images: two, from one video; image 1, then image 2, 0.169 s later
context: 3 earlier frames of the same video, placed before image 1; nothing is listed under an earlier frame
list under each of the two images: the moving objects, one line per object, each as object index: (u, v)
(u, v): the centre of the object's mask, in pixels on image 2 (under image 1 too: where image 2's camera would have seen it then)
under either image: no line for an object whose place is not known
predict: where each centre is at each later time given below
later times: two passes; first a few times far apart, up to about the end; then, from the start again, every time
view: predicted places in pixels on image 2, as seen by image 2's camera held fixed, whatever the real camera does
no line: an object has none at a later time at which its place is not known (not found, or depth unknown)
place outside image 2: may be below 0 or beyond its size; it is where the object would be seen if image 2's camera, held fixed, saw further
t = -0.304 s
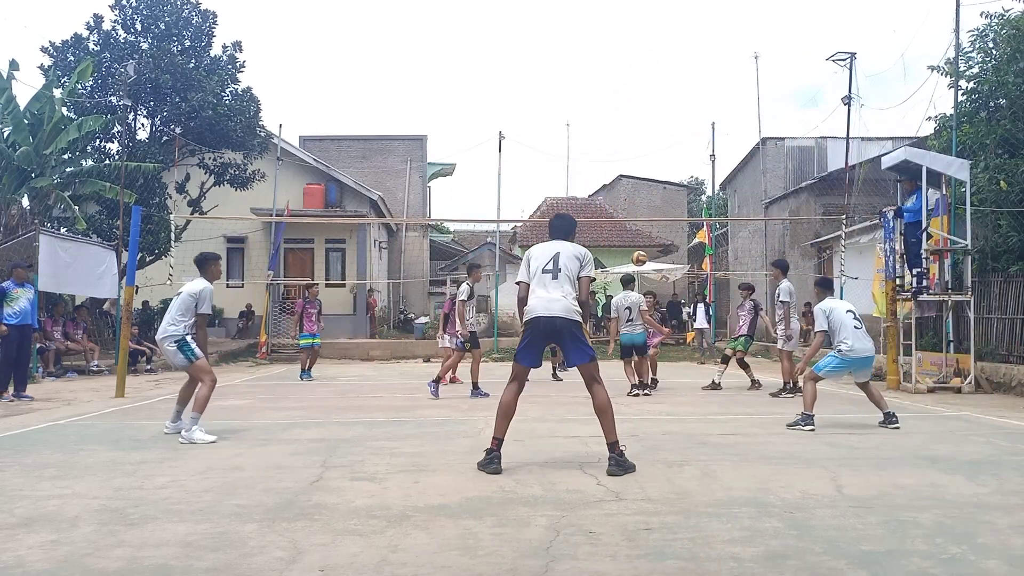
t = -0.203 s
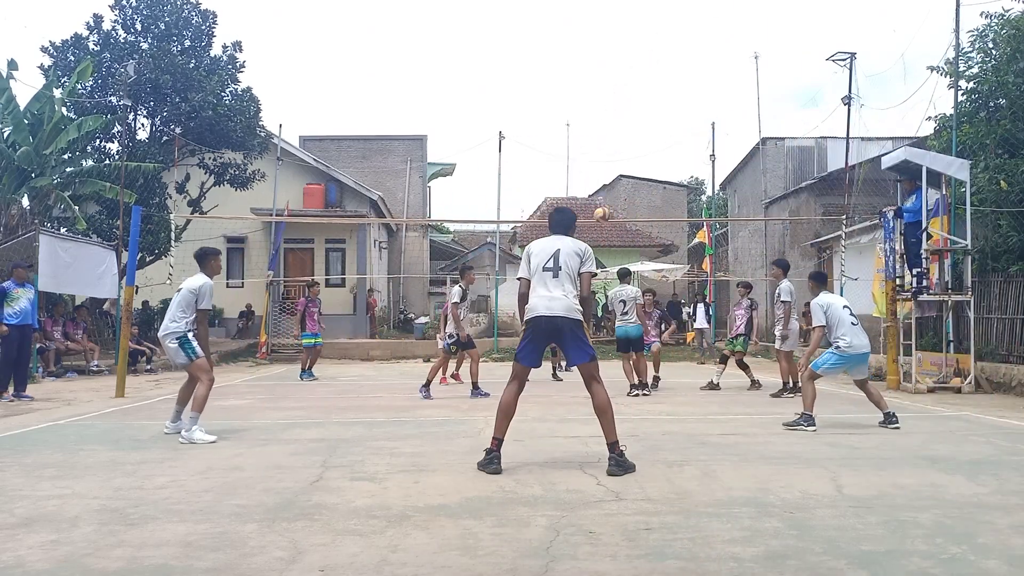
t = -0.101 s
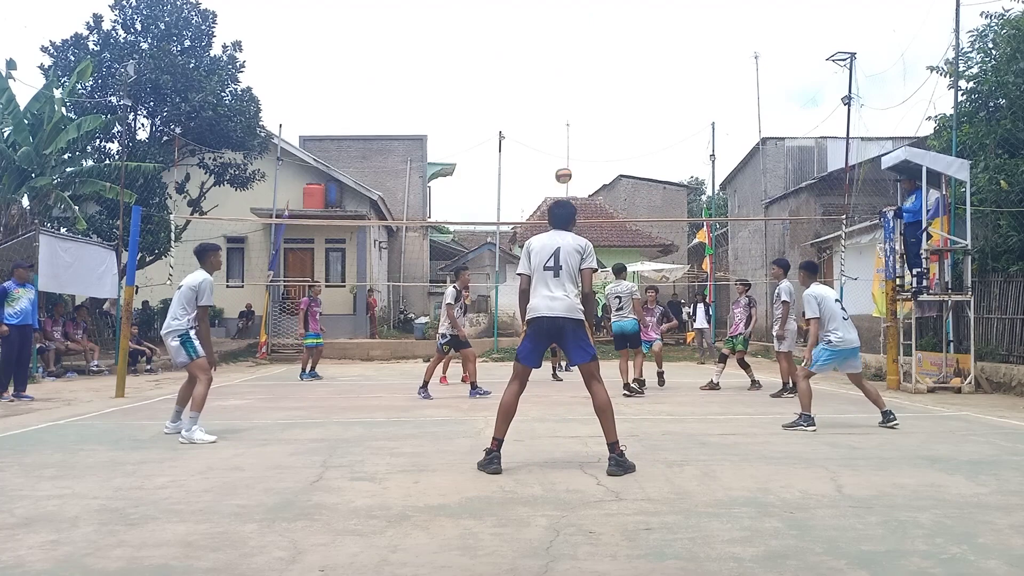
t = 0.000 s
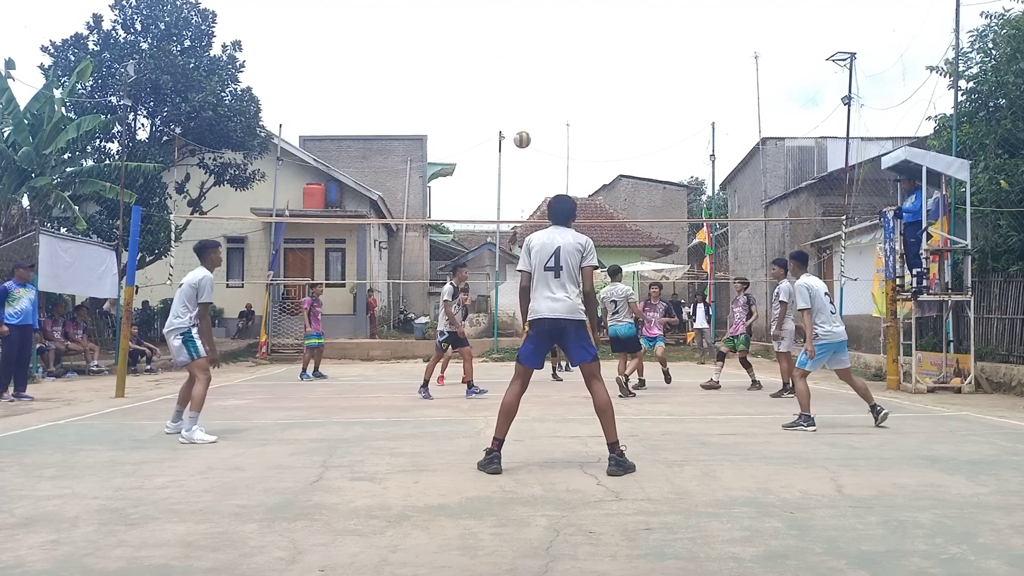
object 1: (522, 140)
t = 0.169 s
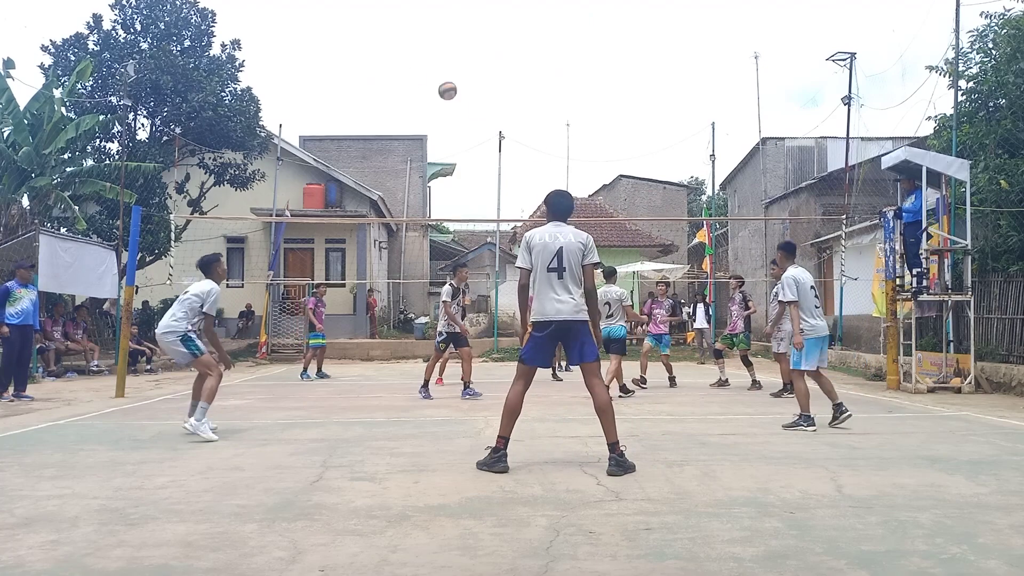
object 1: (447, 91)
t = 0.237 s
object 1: (415, 76)
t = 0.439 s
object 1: (305, 49)
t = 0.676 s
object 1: (148, 62)
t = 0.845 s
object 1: (11, 113)
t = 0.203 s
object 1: (431, 83)
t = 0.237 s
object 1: (415, 76)
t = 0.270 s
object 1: (398, 69)
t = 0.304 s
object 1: (380, 63)
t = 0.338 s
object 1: (362, 59)
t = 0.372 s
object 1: (344, 55)
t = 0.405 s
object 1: (325, 51)
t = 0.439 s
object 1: (305, 49)
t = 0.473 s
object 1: (285, 48)
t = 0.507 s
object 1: (264, 48)
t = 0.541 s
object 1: (242, 48)
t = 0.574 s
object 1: (221, 50)
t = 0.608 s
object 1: (196, 52)
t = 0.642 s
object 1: (173, 56)
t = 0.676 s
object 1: (148, 62)
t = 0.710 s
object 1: (123, 70)
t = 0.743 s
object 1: (95, 77)
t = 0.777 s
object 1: (67, 87)
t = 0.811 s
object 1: (39, 99)
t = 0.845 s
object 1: (11, 113)
